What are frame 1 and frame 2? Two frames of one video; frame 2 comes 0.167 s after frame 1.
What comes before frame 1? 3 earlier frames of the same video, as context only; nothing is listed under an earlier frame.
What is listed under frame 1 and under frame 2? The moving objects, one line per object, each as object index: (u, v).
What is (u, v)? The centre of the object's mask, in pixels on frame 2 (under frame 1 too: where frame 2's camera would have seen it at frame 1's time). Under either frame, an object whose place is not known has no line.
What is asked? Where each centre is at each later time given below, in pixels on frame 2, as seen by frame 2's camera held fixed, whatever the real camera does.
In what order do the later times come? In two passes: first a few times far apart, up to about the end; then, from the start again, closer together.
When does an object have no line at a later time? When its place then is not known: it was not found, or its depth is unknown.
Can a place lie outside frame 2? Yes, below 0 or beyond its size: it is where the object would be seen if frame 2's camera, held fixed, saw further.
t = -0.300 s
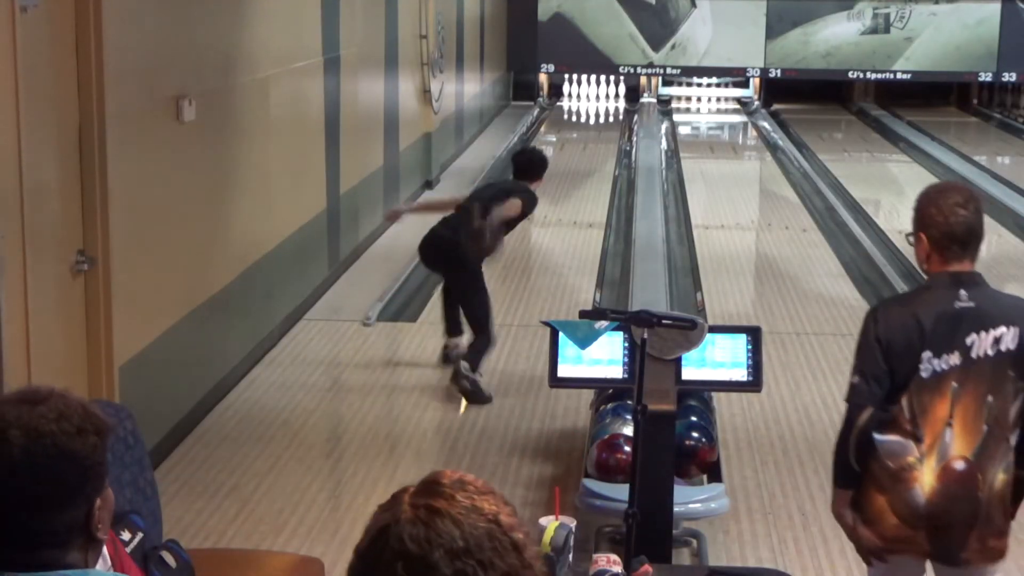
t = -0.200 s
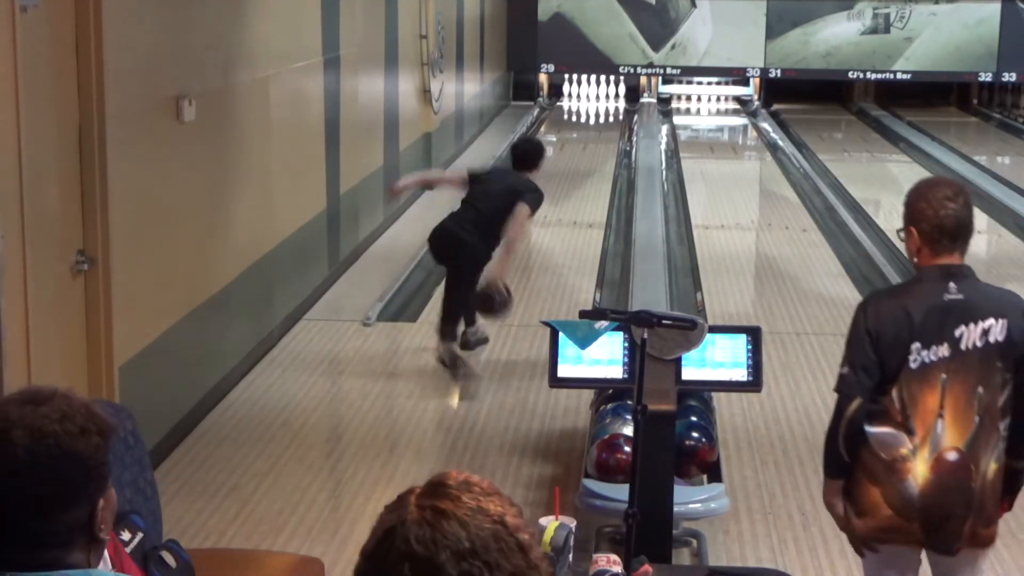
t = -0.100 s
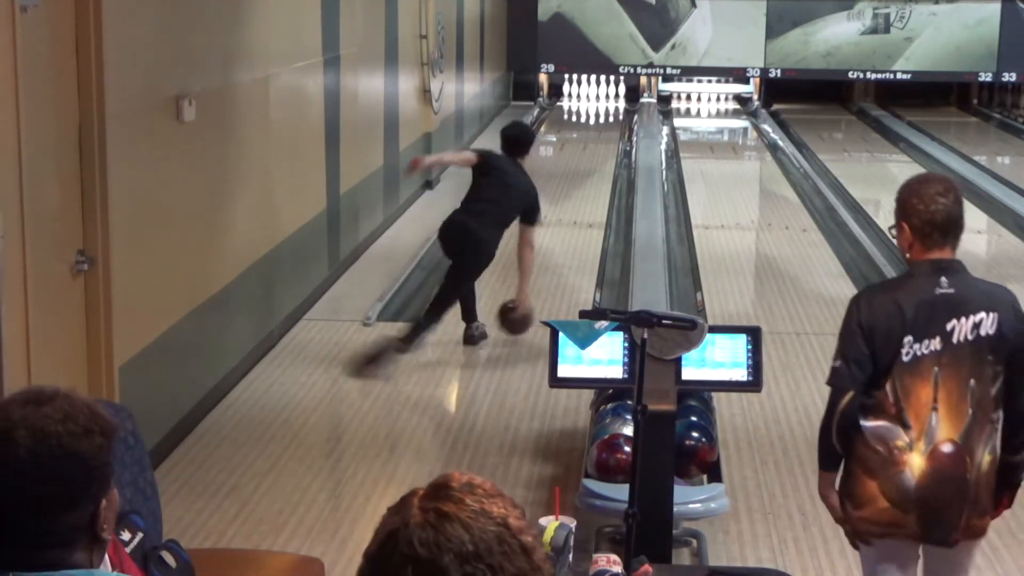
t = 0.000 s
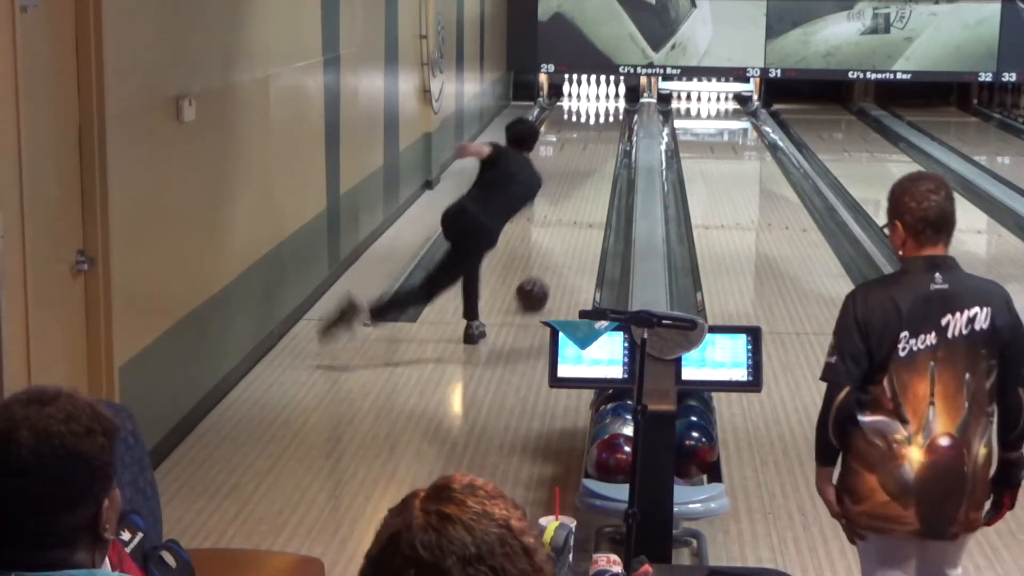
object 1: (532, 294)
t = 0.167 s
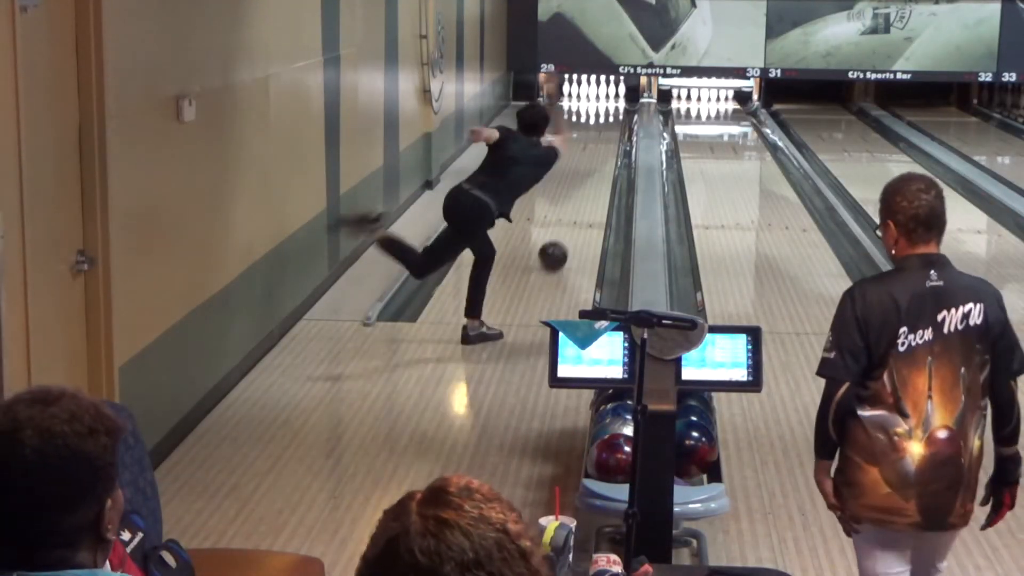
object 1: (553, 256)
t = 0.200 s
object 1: (556, 249)
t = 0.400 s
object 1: (574, 214)
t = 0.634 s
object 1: (589, 183)
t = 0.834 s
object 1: (603, 165)
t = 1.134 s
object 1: (609, 134)
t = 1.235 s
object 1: (607, 131)
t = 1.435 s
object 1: (608, 120)
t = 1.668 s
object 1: (607, 108)
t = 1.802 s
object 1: (605, 102)
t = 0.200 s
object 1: (556, 249)
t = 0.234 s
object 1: (560, 243)
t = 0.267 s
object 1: (563, 237)
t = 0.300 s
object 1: (566, 230)
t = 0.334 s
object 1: (569, 224)
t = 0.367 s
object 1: (572, 219)
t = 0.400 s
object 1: (574, 214)
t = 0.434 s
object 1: (569, 214)
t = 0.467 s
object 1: (584, 203)
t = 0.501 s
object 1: (583, 199)
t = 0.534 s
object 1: (583, 195)
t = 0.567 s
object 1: (585, 191)
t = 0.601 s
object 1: (587, 187)
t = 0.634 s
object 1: (589, 183)
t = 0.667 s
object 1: (591, 179)
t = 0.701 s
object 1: (592, 176)
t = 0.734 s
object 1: (594, 172)
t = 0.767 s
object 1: (596, 169)
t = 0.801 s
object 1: (599, 167)
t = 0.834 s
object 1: (603, 165)
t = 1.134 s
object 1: (609, 134)
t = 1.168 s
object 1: (608, 133)
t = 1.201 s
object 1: (606, 133)
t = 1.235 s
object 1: (607, 131)
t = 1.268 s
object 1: (608, 128)
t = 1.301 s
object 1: (607, 128)
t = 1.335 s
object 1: (608, 125)
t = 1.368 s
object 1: (607, 124)
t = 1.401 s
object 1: (608, 122)
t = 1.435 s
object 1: (608, 120)
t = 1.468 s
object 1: (608, 118)
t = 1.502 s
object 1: (608, 116)
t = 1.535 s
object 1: (608, 114)
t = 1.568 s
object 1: (608, 113)
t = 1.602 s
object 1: (608, 111)
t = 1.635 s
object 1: (608, 110)
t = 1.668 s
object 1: (607, 108)
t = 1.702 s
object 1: (607, 106)
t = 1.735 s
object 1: (606, 105)
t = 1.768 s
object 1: (605, 103)
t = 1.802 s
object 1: (605, 102)
